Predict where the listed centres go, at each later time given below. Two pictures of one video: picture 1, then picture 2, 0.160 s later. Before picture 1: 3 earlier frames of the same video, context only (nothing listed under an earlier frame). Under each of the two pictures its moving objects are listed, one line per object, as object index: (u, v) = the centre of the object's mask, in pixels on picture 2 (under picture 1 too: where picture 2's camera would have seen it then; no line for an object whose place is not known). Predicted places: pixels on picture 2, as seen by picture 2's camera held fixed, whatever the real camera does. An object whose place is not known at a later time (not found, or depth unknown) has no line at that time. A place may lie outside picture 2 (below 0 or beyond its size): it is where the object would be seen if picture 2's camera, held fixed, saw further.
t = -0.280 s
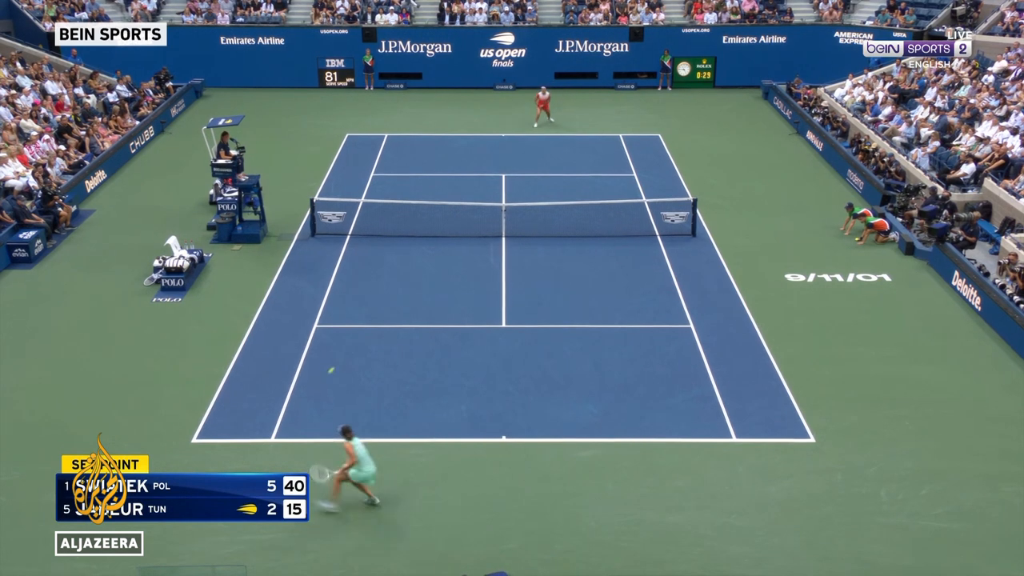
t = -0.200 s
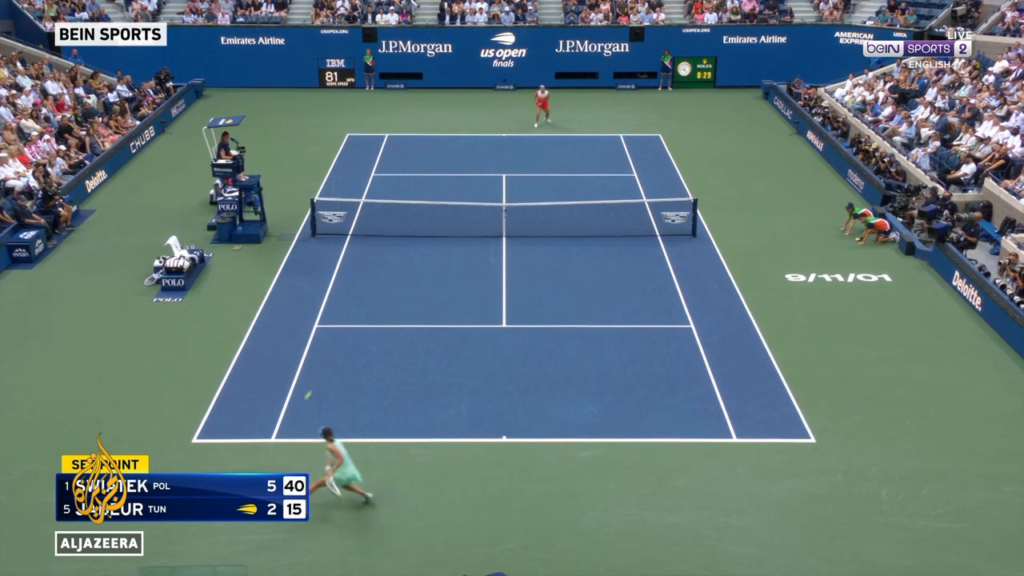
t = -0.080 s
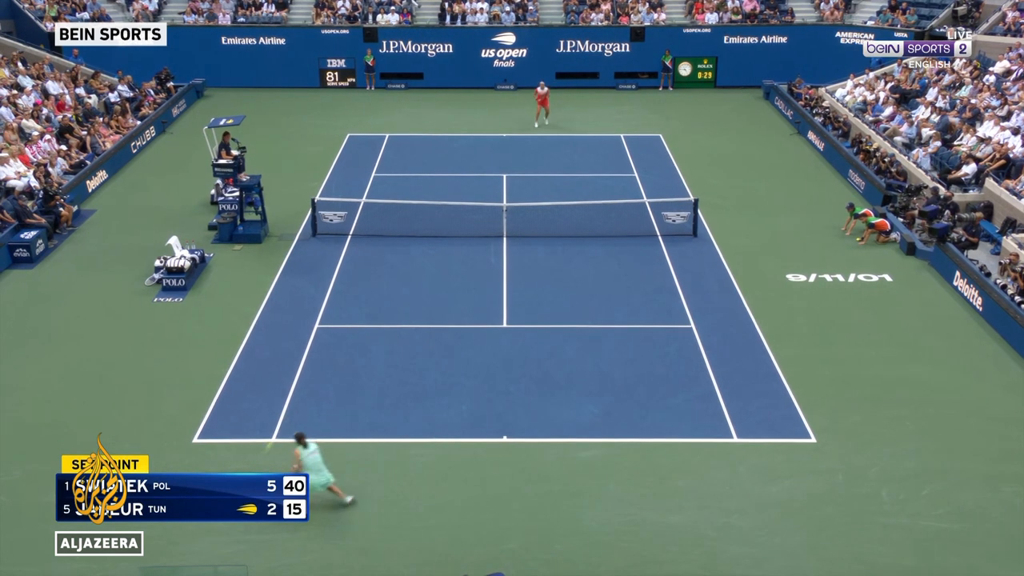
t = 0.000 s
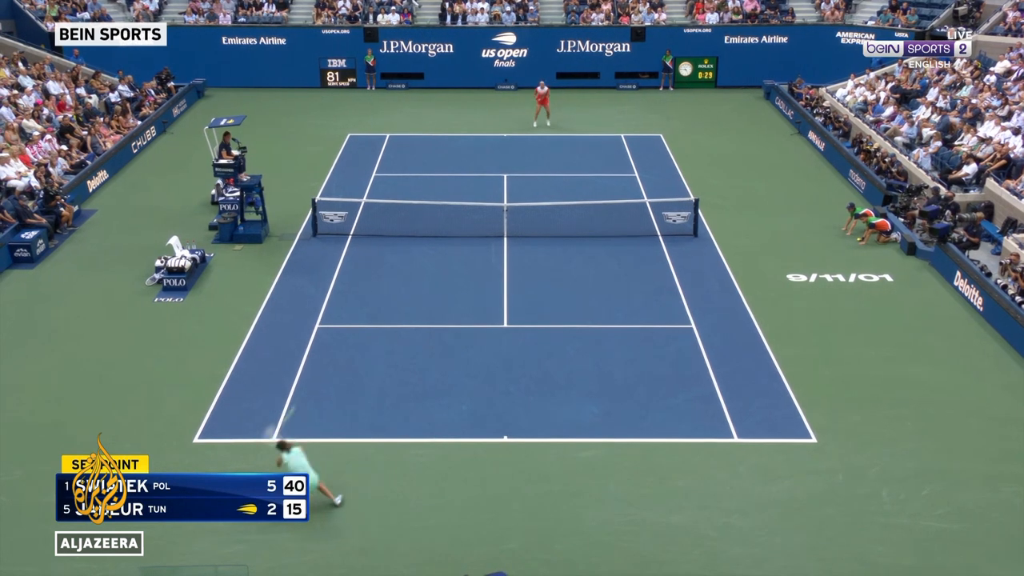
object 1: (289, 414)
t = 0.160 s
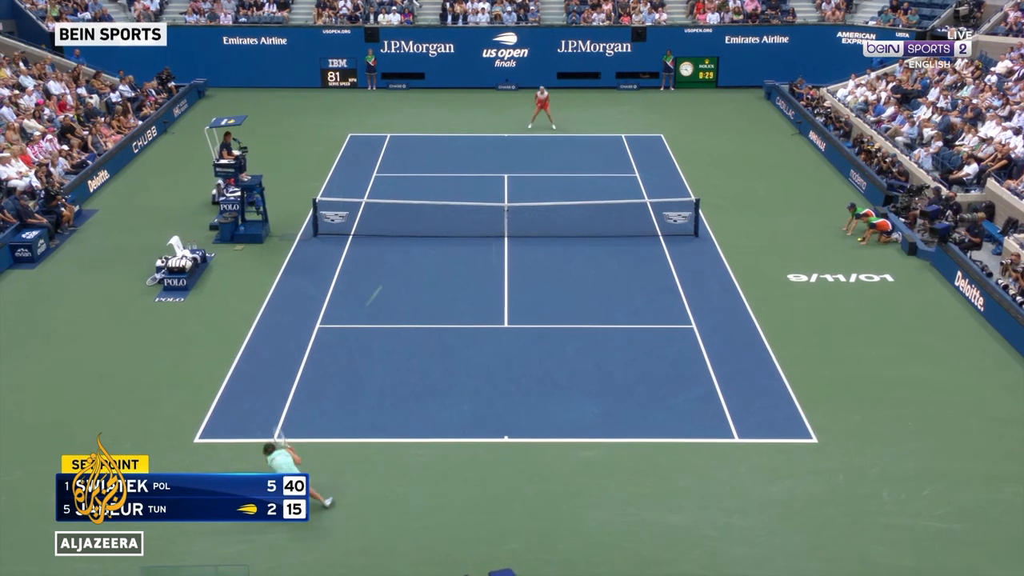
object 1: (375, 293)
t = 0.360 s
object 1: (446, 211)
